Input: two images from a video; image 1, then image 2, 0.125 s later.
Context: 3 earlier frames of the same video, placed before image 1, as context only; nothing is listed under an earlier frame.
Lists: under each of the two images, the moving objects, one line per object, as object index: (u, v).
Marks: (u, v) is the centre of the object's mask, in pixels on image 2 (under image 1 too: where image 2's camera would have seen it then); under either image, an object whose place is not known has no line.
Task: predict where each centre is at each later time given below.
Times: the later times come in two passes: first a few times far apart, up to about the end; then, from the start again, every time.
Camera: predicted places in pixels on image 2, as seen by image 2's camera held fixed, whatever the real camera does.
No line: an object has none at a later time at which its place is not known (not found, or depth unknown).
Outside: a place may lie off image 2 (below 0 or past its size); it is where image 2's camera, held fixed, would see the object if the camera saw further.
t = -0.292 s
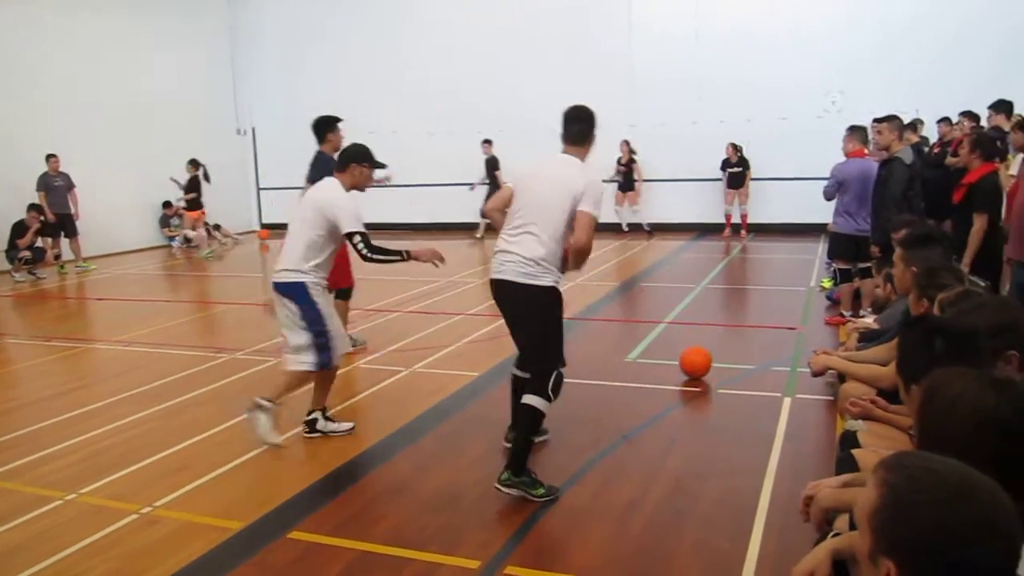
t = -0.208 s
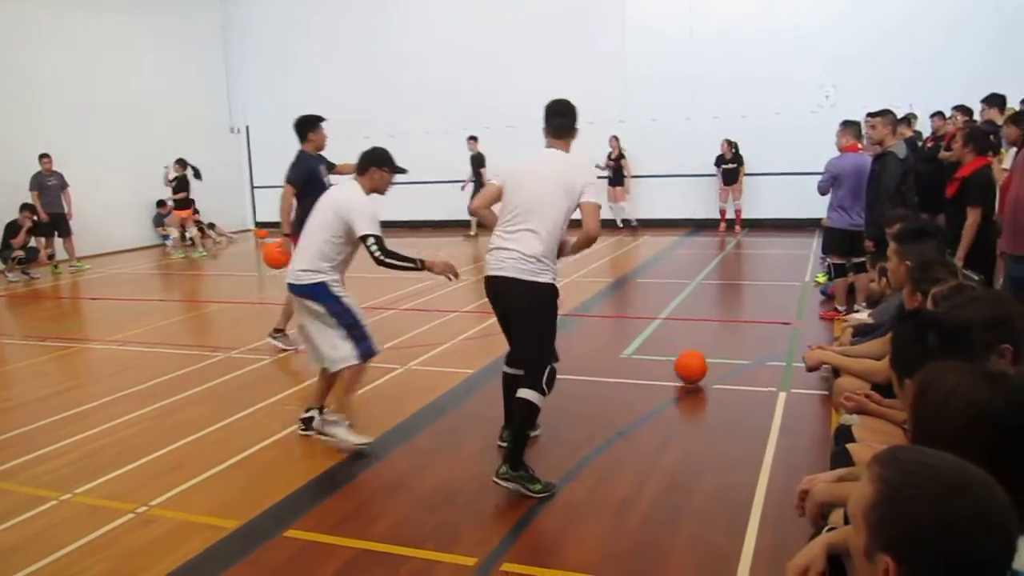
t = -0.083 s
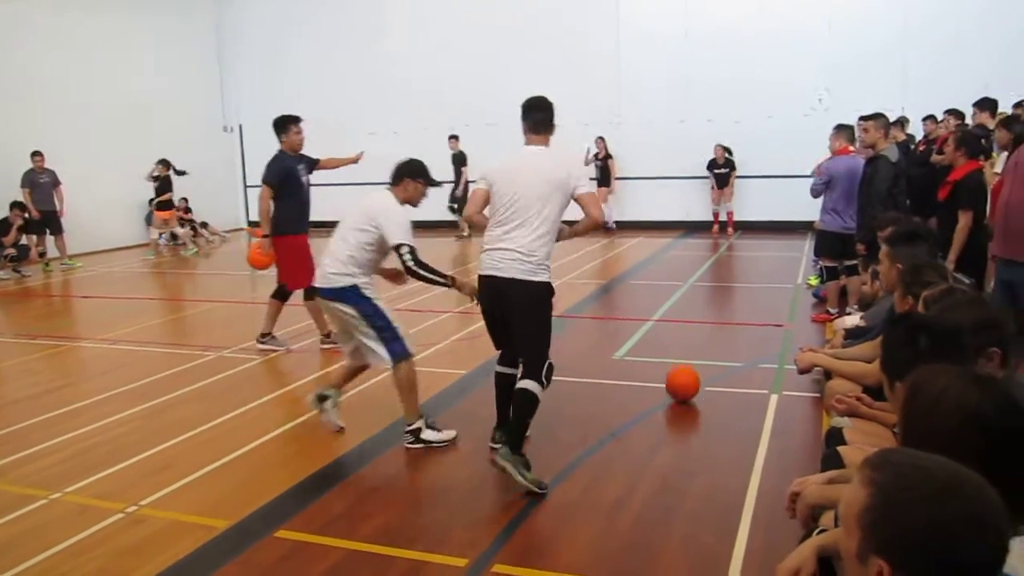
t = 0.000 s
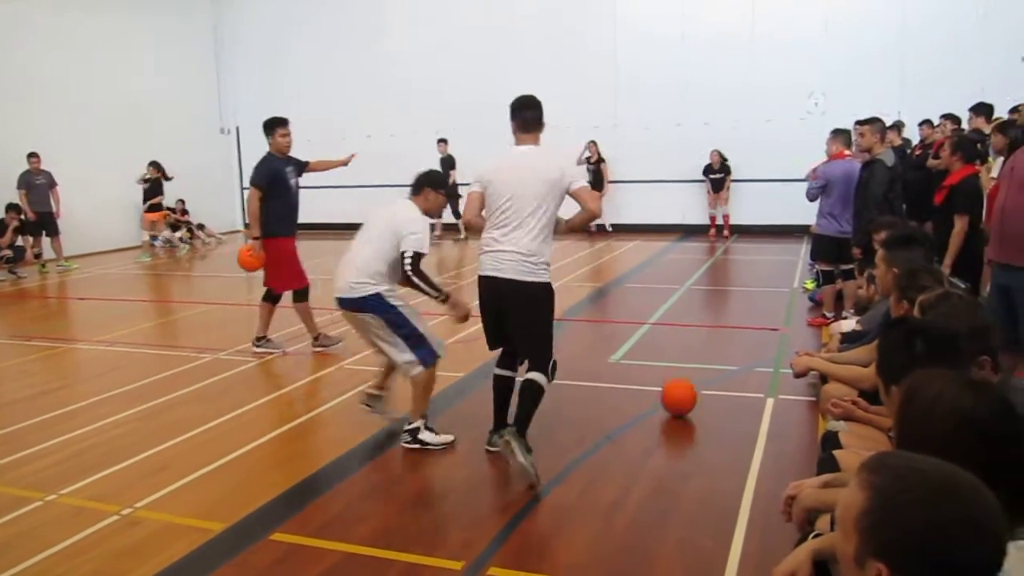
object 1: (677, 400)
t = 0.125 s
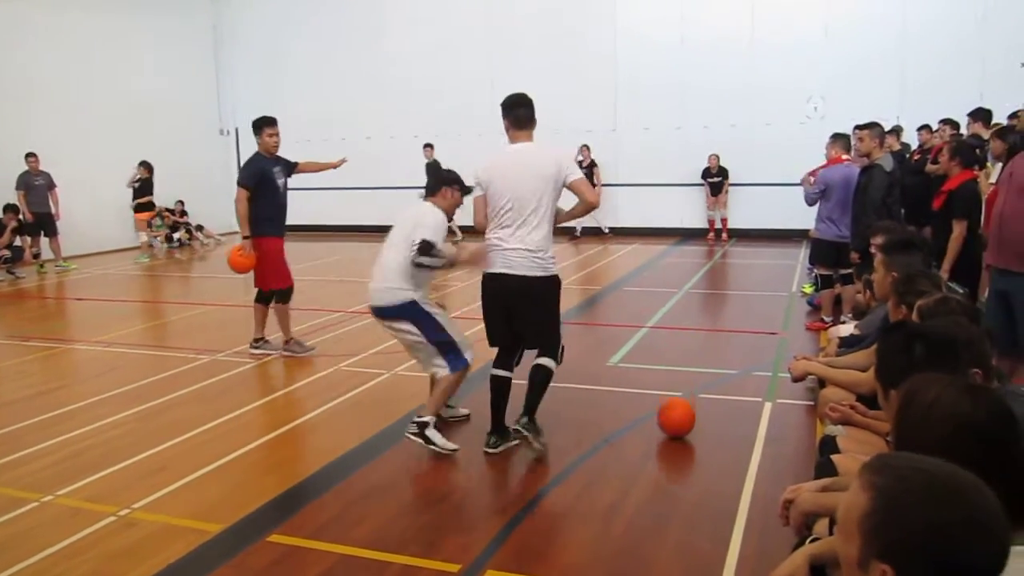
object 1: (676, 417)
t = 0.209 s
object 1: (676, 429)
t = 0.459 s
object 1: (676, 473)
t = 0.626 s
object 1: (676, 508)
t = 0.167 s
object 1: (676, 424)
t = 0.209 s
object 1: (676, 429)
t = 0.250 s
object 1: (676, 436)
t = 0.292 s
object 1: (676, 443)
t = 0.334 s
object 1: (676, 449)
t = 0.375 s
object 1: (676, 457)
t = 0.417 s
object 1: (676, 465)
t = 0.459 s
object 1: (676, 473)
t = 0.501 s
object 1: (676, 482)
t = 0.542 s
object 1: (675, 490)
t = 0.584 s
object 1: (675, 499)
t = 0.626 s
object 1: (676, 508)
